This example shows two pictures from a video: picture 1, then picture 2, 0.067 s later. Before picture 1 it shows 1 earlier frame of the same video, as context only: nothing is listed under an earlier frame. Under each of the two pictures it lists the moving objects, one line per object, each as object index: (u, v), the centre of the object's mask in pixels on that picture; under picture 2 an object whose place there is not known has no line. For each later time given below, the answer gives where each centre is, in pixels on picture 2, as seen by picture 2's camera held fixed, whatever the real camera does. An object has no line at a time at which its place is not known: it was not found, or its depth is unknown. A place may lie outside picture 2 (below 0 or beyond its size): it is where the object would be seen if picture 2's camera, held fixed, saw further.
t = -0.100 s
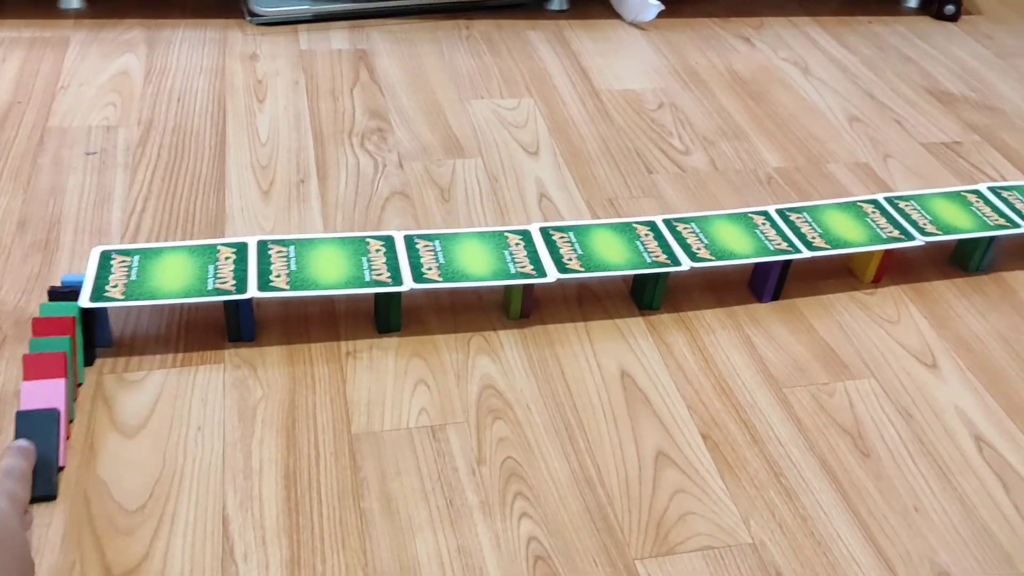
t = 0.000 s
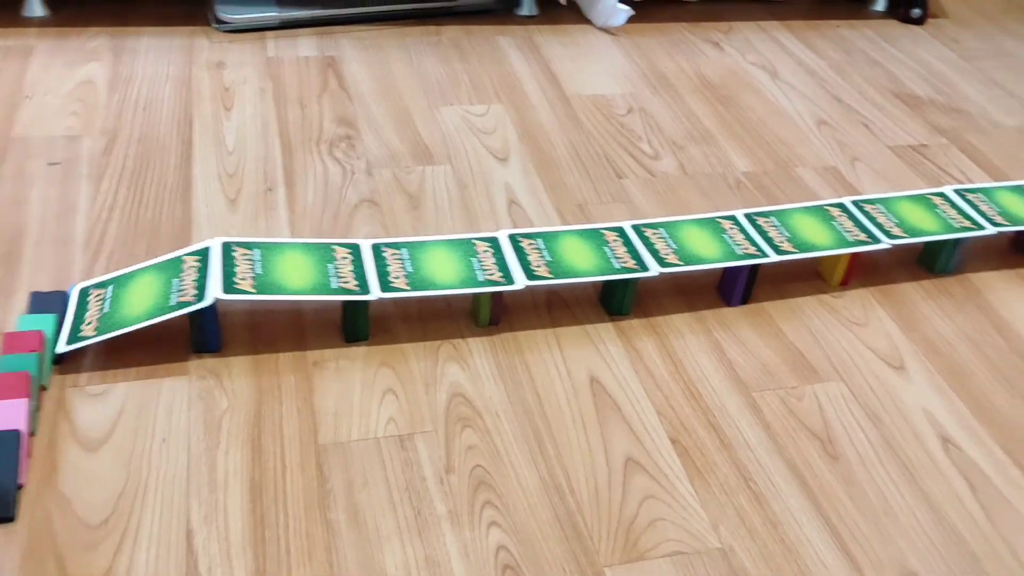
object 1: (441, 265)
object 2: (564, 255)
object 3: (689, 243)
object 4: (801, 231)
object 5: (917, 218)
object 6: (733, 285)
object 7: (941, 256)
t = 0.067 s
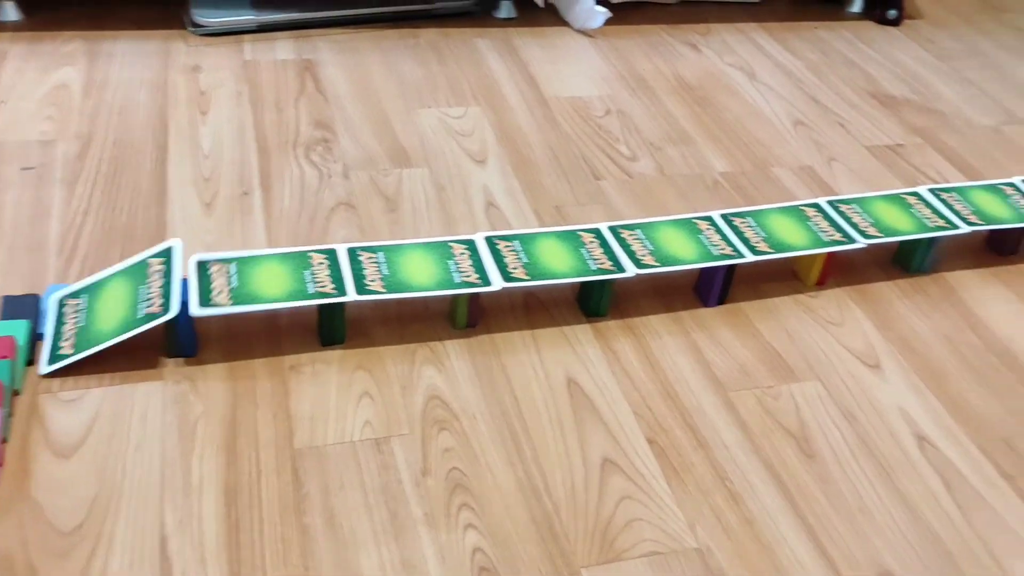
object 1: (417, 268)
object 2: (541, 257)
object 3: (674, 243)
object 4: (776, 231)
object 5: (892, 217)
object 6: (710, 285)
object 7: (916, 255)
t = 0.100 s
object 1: (417, 265)
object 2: (553, 256)
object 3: (674, 243)
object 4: (776, 231)
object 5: (893, 217)
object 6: (711, 285)
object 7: (917, 255)
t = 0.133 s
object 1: (417, 263)
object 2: (553, 256)
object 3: (674, 242)
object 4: (777, 231)
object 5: (892, 217)
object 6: (711, 285)
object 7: (917, 255)
